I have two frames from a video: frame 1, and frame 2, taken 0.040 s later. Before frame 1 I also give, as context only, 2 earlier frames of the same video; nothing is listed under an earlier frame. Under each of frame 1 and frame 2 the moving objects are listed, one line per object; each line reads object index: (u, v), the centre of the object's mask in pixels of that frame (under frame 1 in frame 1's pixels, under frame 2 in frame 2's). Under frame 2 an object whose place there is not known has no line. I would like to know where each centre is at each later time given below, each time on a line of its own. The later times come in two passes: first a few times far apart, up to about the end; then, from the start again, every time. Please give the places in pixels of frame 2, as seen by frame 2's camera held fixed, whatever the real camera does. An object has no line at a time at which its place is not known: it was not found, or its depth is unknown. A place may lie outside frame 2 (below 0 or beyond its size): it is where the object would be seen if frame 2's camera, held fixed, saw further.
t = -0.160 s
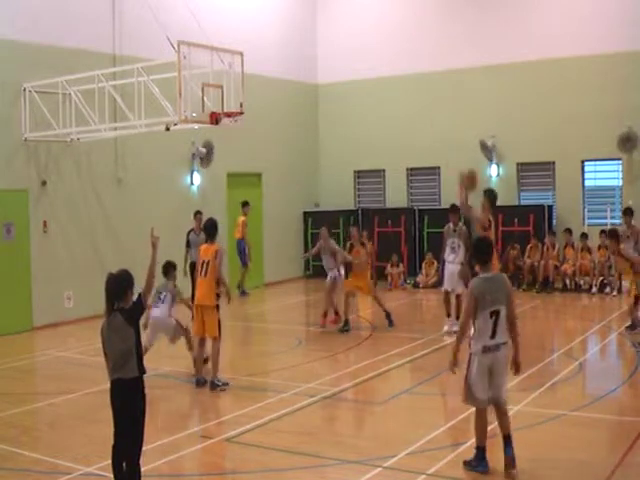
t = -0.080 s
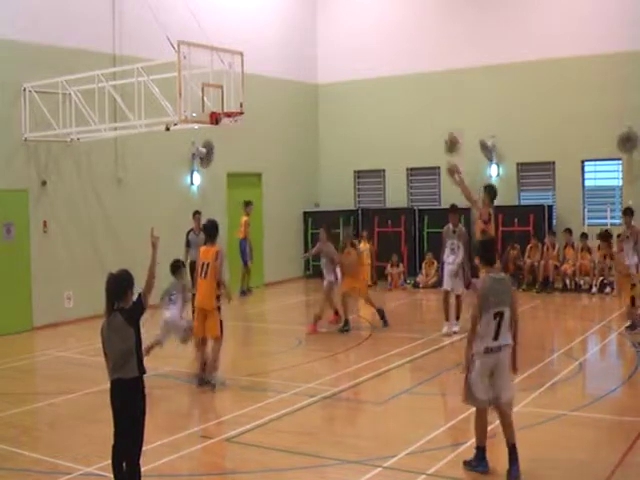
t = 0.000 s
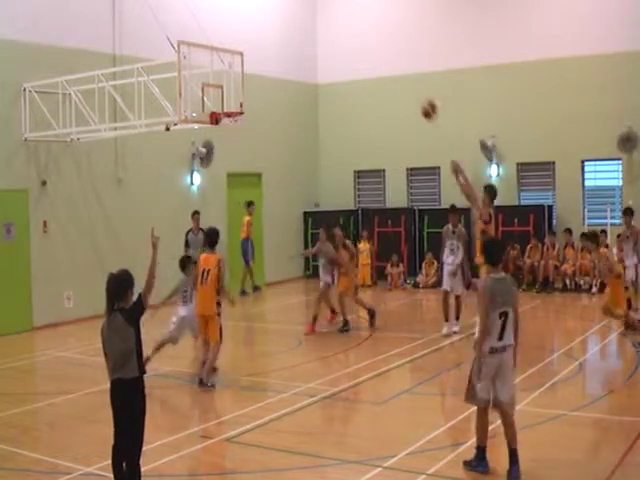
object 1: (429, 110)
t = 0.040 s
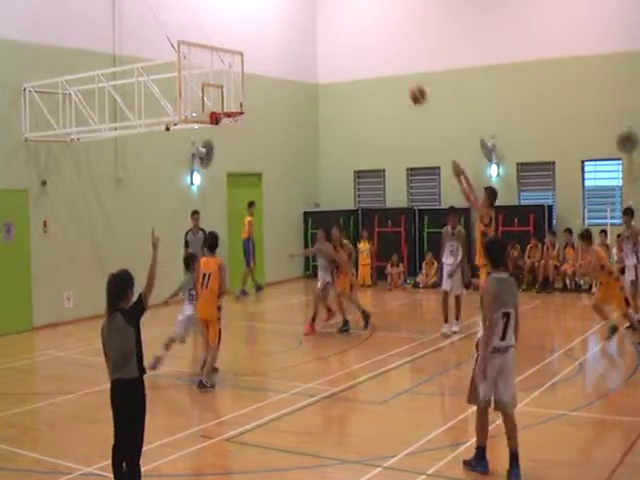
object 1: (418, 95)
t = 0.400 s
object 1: (328, 33)
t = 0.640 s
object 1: (278, 52)
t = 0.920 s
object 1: (229, 122)
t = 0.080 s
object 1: (407, 82)
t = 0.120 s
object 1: (396, 70)
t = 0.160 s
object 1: (386, 61)
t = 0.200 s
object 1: (376, 53)
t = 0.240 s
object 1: (366, 46)
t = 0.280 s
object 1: (356, 40)
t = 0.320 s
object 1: (347, 36)
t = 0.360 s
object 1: (338, 33)
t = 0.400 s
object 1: (328, 33)
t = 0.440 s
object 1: (320, 32)
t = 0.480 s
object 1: (311, 34)
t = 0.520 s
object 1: (303, 37)
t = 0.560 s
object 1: (295, 40)
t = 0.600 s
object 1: (286, 46)
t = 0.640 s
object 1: (278, 52)
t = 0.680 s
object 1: (270, 58)
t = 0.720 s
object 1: (263, 66)
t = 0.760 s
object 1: (255, 76)
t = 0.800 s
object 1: (248, 87)
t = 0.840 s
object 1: (241, 99)
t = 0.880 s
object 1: (233, 106)
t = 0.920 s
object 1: (229, 122)
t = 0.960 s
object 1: (223, 129)
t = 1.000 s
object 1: (219, 138)
